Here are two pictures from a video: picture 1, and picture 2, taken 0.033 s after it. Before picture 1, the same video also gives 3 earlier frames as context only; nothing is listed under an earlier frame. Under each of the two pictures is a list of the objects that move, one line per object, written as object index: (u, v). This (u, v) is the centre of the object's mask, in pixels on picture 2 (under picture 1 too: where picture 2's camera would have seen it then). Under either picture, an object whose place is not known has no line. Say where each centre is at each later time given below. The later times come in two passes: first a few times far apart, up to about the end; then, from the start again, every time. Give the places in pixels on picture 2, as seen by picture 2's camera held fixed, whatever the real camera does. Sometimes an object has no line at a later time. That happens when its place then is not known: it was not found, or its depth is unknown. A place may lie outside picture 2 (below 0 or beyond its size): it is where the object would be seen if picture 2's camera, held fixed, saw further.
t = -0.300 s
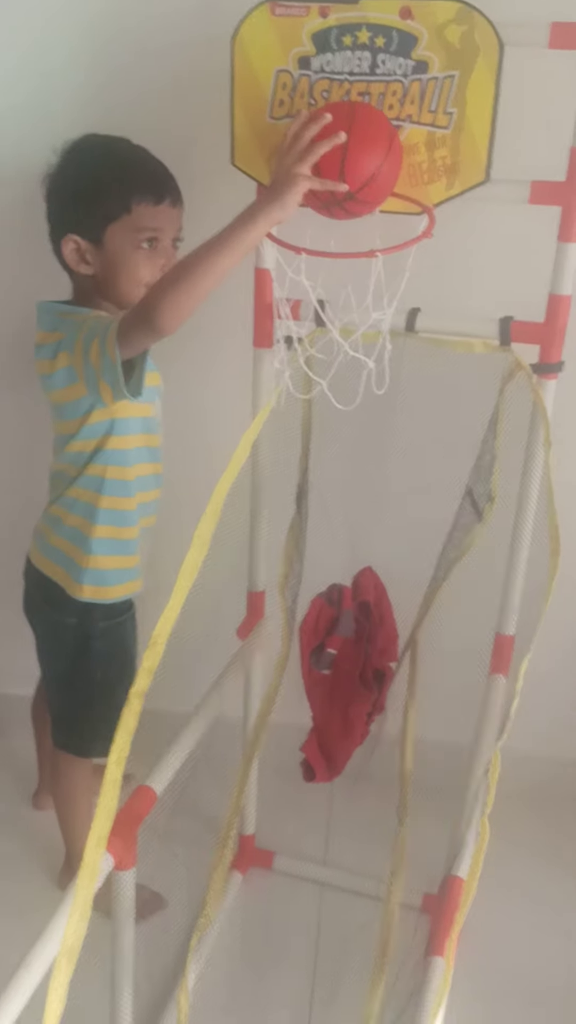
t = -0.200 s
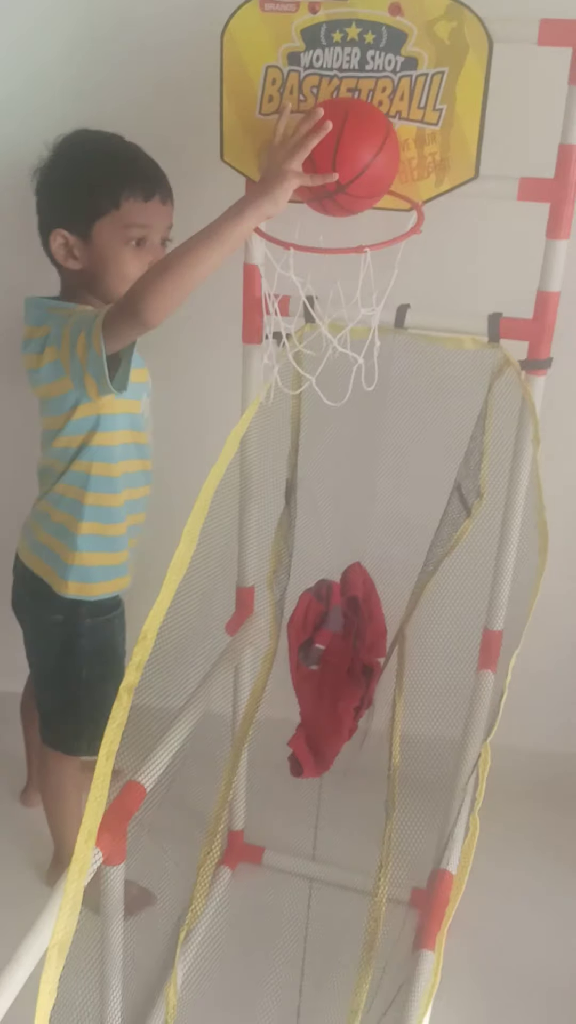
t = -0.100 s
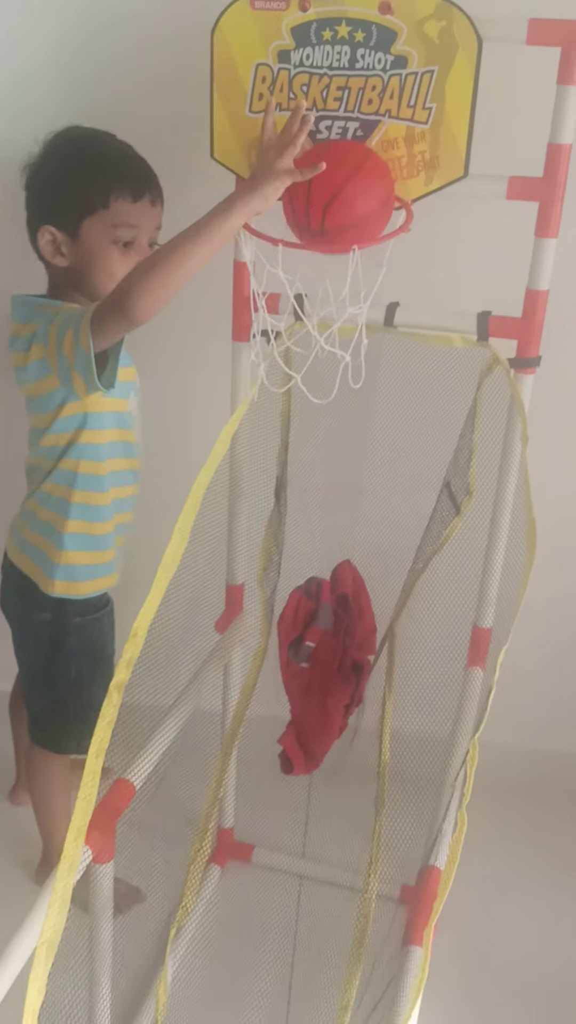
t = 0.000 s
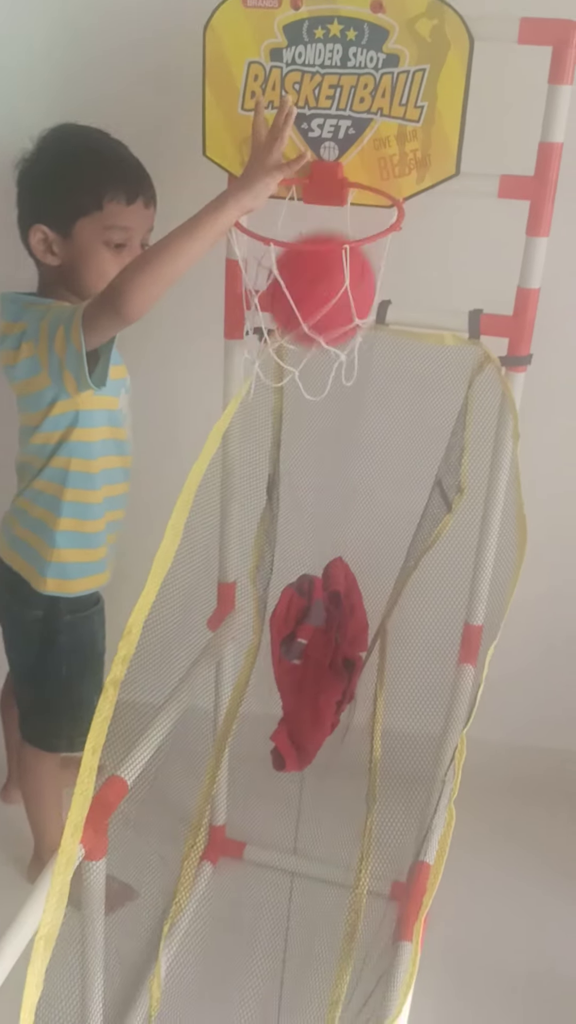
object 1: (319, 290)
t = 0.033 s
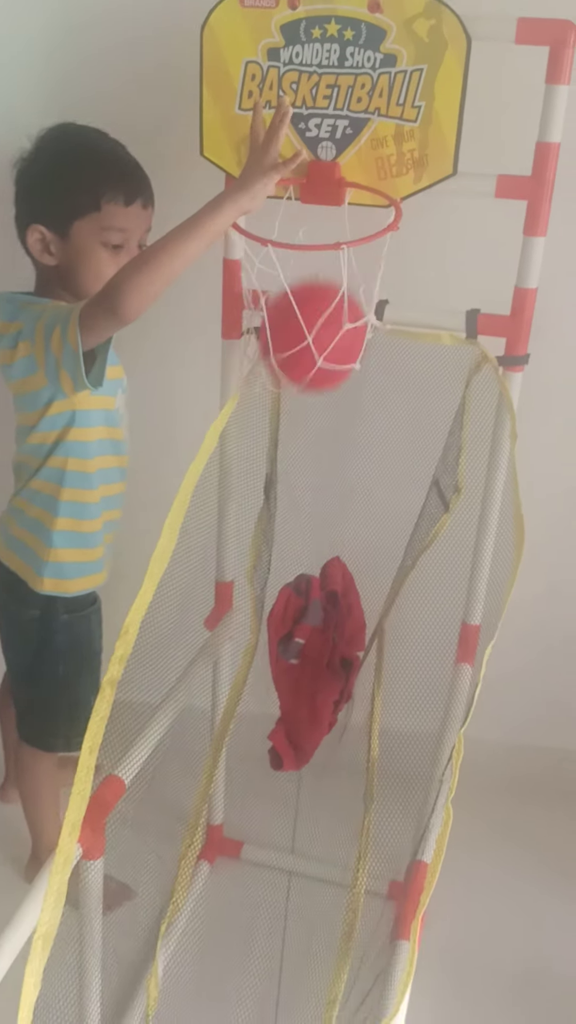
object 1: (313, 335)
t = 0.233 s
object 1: (292, 627)
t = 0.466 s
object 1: (286, 908)
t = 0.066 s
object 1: (308, 390)
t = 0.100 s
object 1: (303, 446)
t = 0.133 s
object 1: (297, 508)
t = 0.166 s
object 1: (292, 570)
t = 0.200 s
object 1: (289, 607)
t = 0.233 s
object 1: (292, 627)
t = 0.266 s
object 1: (293, 650)
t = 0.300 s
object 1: (295, 682)
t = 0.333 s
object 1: (292, 718)
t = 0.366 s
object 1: (291, 761)
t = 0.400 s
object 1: (288, 813)
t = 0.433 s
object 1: (286, 867)
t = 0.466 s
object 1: (286, 908)
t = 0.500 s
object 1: (286, 952)
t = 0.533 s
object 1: (285, 990)
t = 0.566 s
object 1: (278, 1013)
